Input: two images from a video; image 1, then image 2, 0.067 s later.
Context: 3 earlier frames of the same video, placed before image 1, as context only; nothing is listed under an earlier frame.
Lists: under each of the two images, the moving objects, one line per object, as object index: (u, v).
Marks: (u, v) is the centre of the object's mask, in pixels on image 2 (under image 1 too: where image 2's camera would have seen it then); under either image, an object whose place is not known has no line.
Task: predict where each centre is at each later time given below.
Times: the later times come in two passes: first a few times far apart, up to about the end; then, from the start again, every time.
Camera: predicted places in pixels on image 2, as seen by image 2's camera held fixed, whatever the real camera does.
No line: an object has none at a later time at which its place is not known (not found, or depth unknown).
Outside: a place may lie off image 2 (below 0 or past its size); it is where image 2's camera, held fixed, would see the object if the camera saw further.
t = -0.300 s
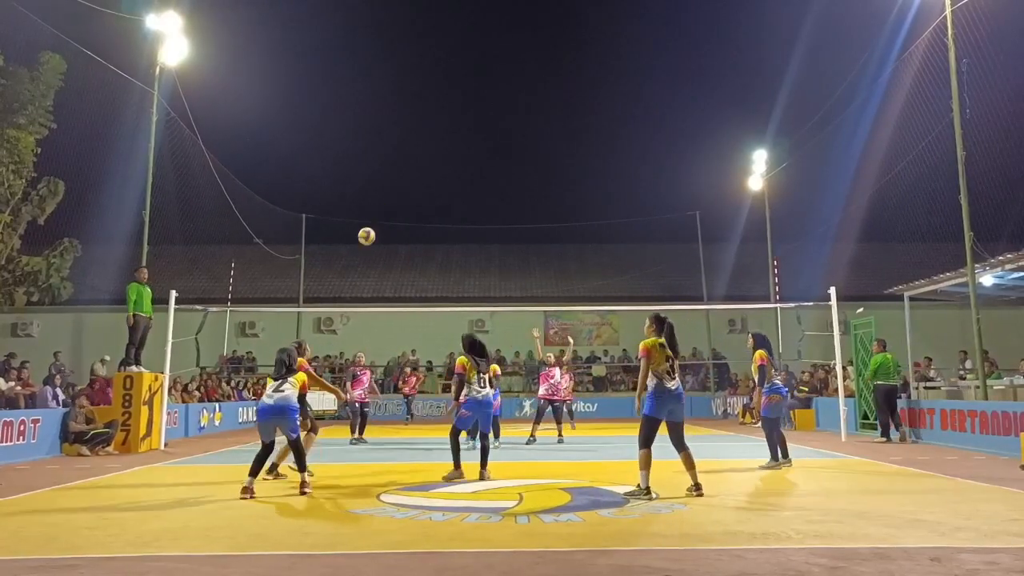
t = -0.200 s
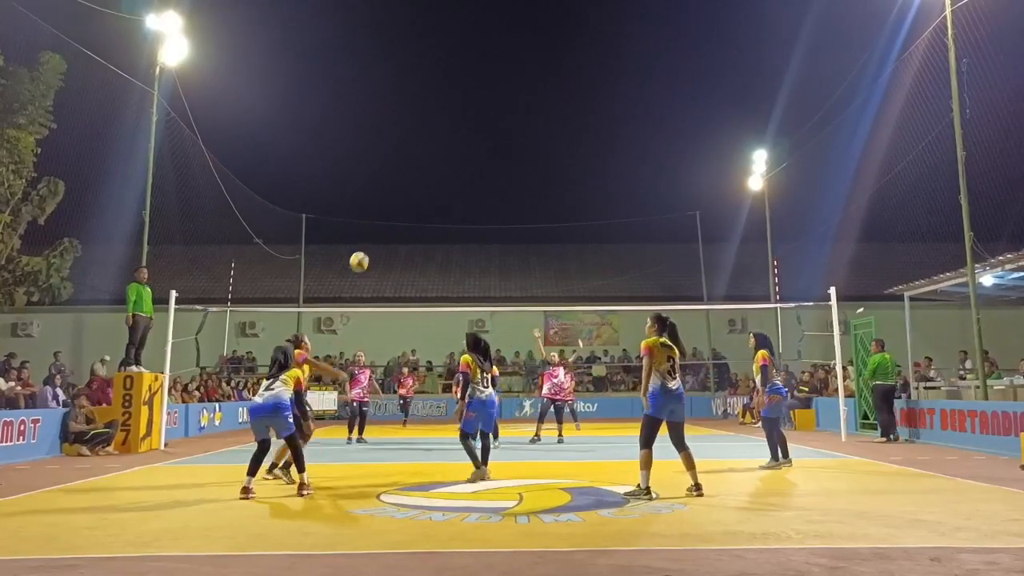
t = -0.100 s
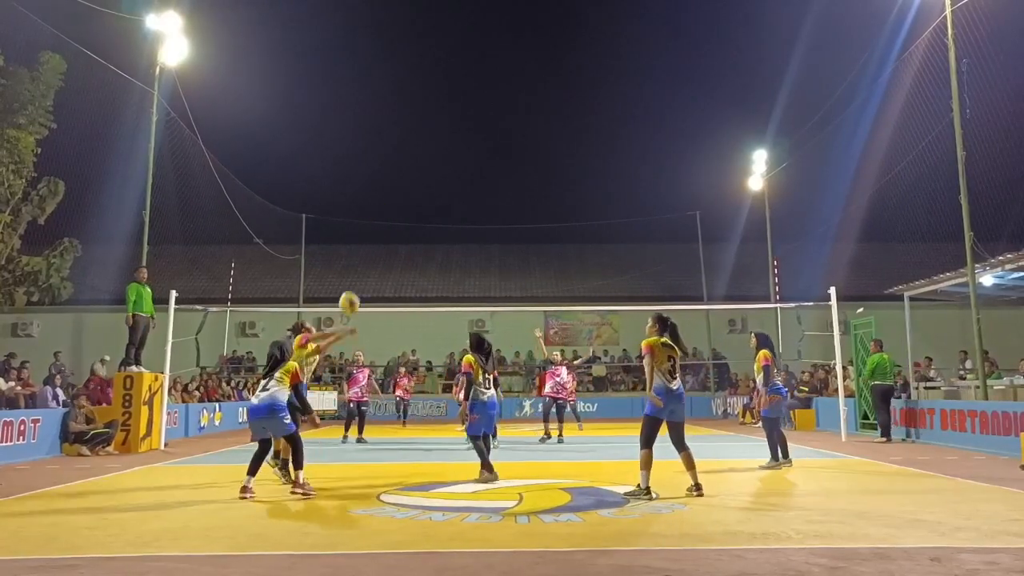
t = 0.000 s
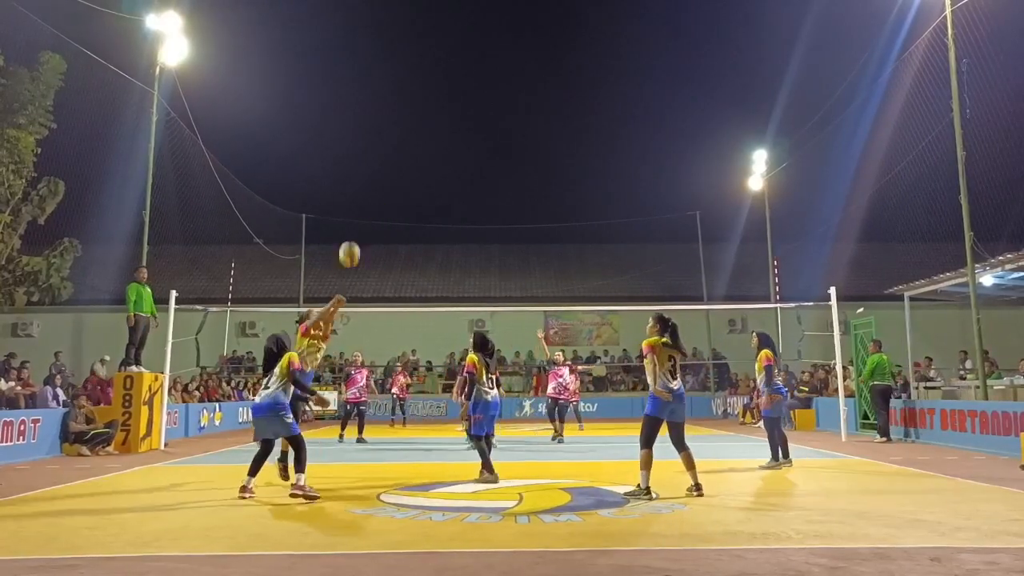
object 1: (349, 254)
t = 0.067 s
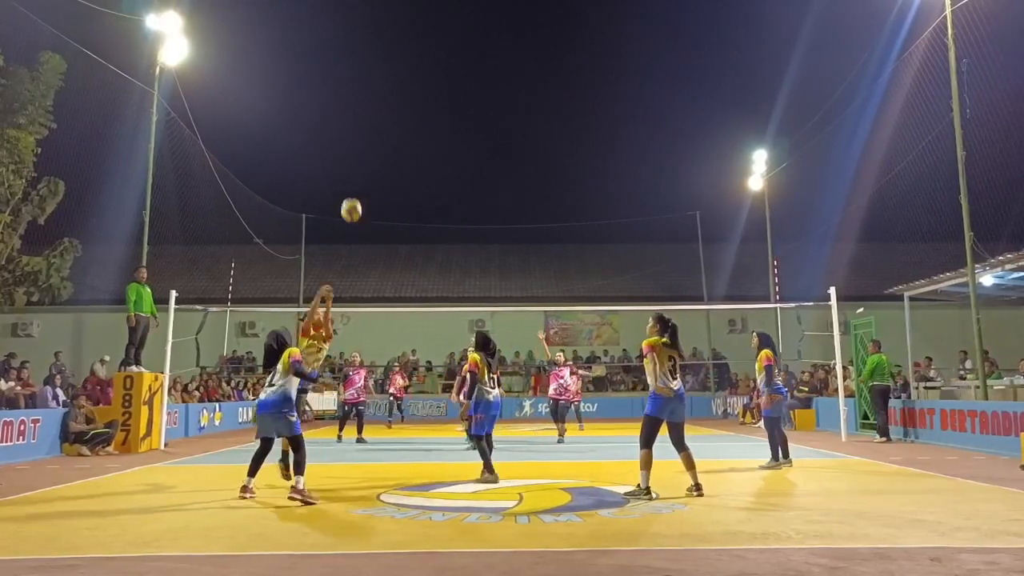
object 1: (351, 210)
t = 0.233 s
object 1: (355, 126)
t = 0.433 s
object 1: (360, 67)
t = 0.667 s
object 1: (363, 44)
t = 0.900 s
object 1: (367, 59)
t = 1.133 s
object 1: (368, 106)
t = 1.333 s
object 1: (370, 170)
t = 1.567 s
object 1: (370, 269)
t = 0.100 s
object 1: (352, 190)
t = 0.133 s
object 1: (353, 171)
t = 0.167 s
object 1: (354, 155)
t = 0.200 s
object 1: (354, 140)
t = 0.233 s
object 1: (355, 126)
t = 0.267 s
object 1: (356, 114)
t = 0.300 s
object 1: (356, 102)
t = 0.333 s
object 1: (357, 92)
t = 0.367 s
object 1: (358, 83)
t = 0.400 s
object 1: (359, 75)
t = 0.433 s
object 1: (360, 67)
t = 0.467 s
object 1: (360, 61)
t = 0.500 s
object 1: (361, 56)
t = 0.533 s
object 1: (361, 51)
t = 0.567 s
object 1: (362, 48)
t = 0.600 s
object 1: (363, 46)
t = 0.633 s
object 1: (363, 44)
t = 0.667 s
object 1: (363, 44)
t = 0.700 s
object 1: (364, 43)
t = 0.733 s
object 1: (364, 44)
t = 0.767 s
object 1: (365, 46)
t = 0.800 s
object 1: (365, 48)
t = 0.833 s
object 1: (366, 51)
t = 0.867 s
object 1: (366, 54)
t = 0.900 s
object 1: (367, 59)
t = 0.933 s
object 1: (367, 64)
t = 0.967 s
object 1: (367, 69)
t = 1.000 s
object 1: (368, 75)
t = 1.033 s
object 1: (368, 82)
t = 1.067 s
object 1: (368, 90)
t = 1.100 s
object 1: (368, 98)
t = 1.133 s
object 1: (368, 106)
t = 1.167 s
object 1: (369, 115)
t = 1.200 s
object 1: (369, 126)
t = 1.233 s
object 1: (369, 136)
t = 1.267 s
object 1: (369, 147)
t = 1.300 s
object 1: (369, 158)
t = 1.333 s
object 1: (370, 170)
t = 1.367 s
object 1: (370, 183)
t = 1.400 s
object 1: (370, 196)
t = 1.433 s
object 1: (370, 210)
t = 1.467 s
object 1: (370, 224)
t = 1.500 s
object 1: (370, 239)
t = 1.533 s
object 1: (370, 254)
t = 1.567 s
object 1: (370, 269)
